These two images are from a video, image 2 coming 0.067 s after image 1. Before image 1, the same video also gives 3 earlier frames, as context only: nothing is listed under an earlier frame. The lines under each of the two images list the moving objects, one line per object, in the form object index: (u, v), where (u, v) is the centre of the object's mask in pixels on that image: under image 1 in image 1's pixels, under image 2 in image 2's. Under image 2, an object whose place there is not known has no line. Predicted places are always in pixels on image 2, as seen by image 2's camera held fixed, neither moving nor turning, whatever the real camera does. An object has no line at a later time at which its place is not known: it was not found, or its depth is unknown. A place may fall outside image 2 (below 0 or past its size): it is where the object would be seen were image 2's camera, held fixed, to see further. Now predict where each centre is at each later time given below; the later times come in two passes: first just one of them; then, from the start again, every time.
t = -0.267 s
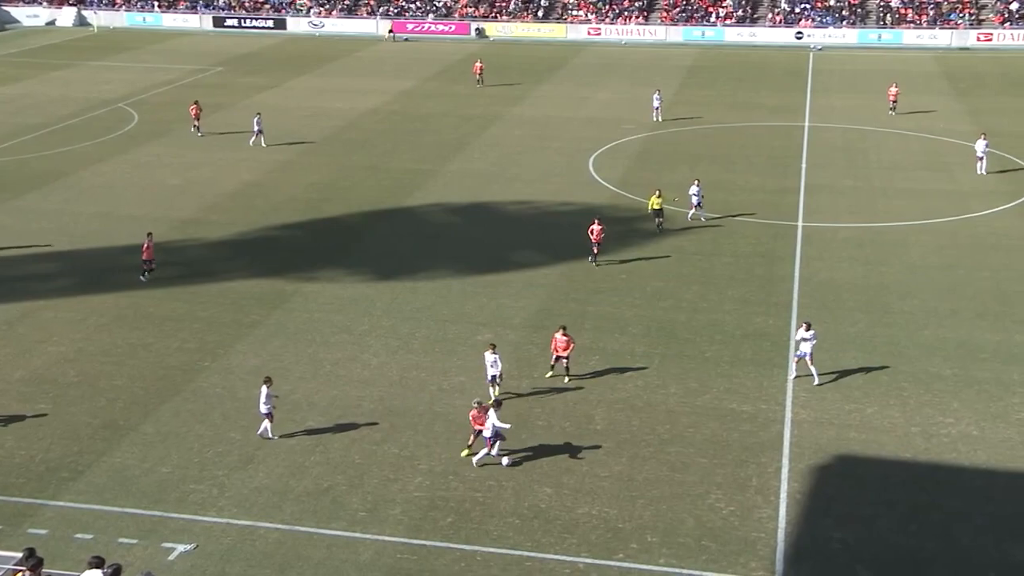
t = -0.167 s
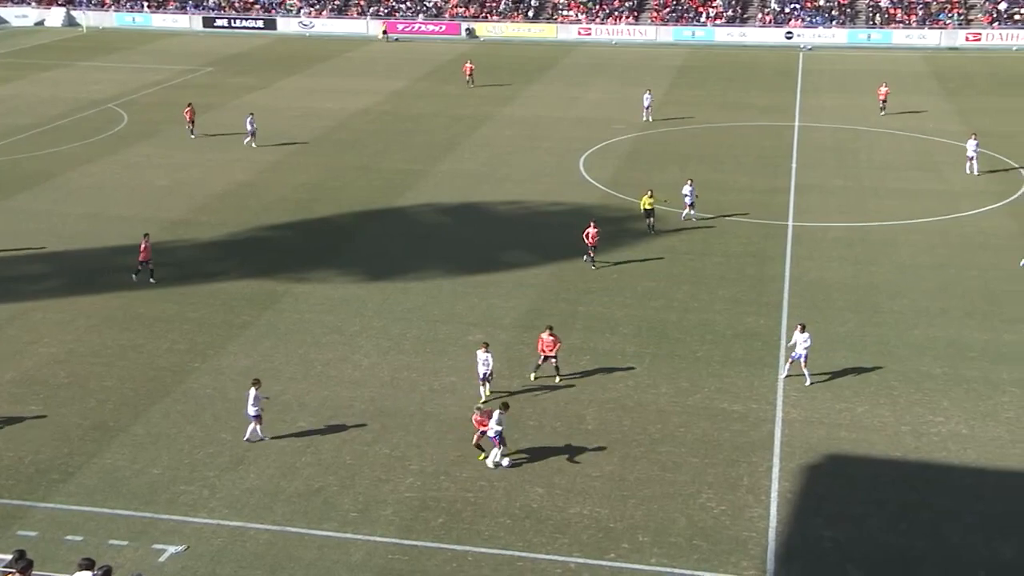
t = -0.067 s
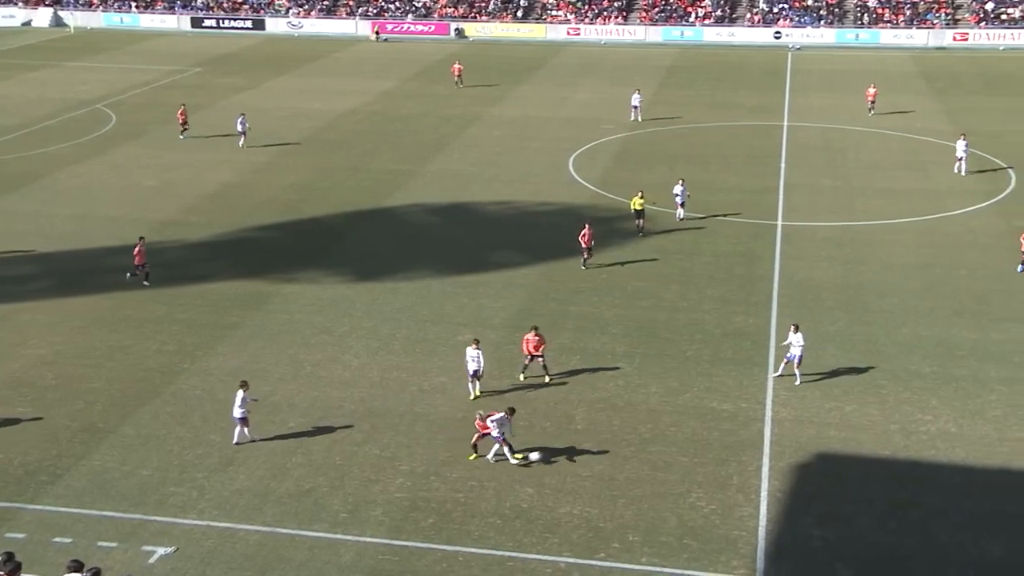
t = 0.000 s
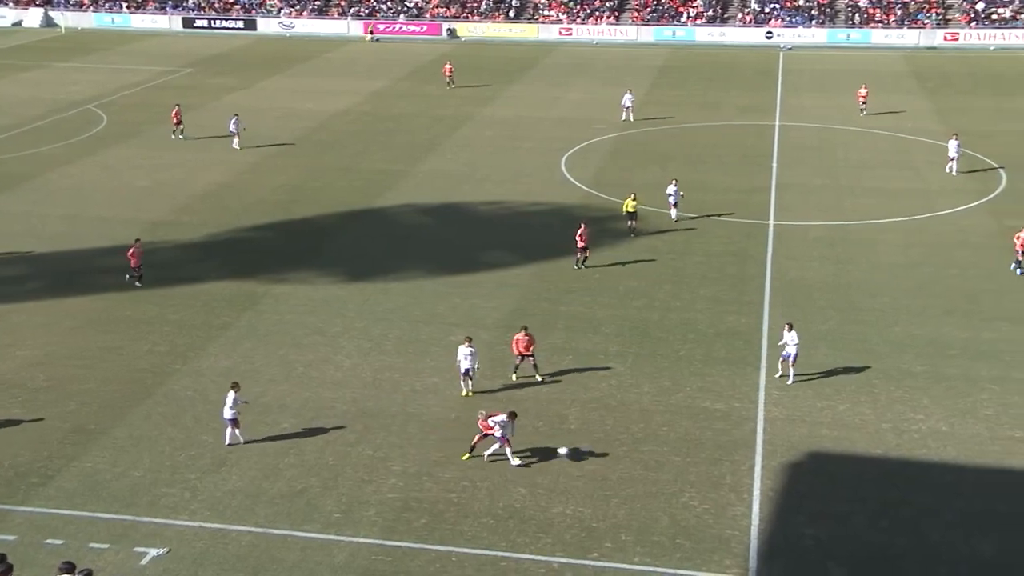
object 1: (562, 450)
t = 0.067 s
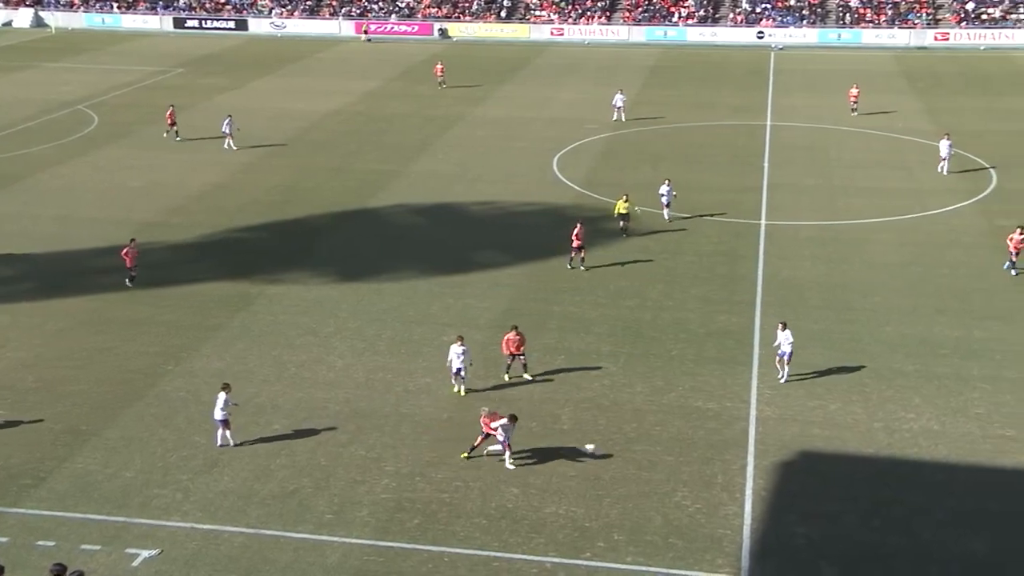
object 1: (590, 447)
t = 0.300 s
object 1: (701, 443)
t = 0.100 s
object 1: (605, 446)
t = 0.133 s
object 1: (622, 446)
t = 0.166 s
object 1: (639, 446)
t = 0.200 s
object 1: (655, 446)
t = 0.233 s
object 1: (671, 446)
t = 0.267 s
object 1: (686, 444)
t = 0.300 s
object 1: (701, 443)
